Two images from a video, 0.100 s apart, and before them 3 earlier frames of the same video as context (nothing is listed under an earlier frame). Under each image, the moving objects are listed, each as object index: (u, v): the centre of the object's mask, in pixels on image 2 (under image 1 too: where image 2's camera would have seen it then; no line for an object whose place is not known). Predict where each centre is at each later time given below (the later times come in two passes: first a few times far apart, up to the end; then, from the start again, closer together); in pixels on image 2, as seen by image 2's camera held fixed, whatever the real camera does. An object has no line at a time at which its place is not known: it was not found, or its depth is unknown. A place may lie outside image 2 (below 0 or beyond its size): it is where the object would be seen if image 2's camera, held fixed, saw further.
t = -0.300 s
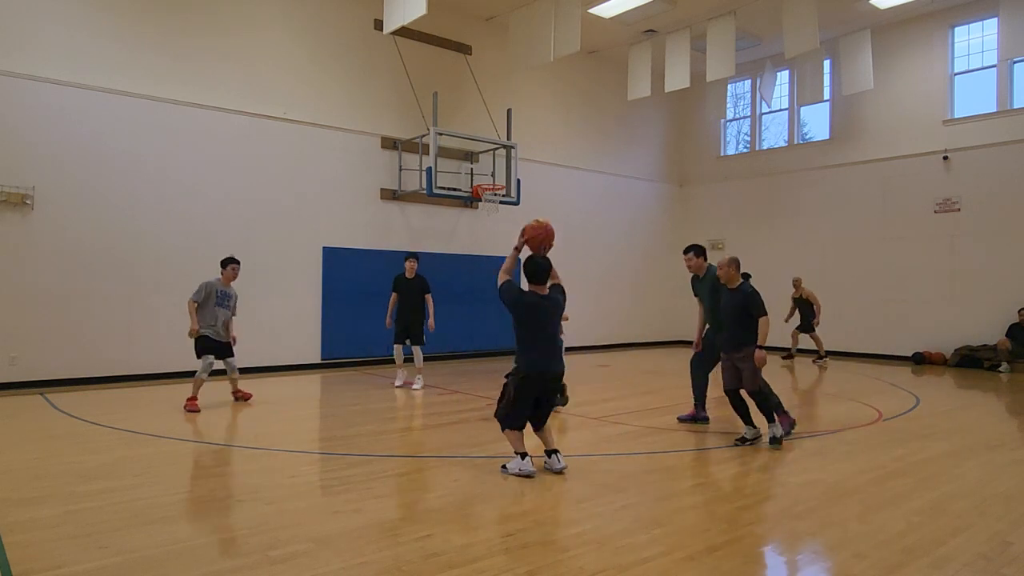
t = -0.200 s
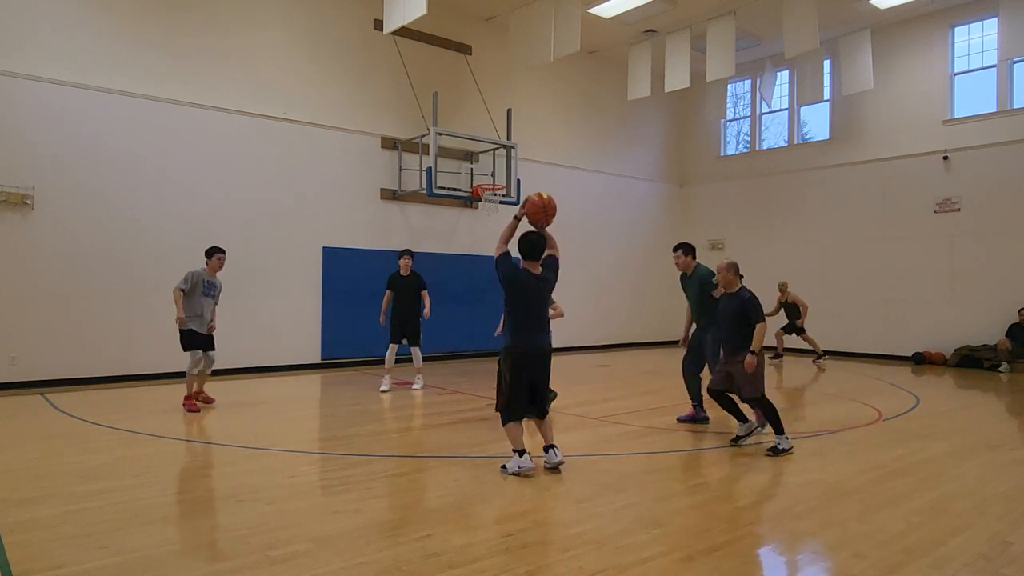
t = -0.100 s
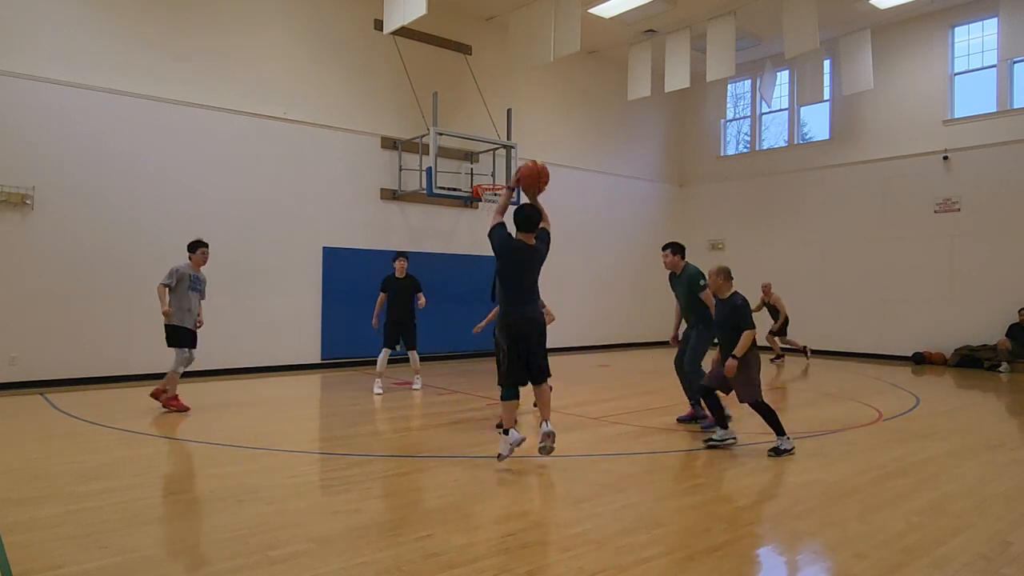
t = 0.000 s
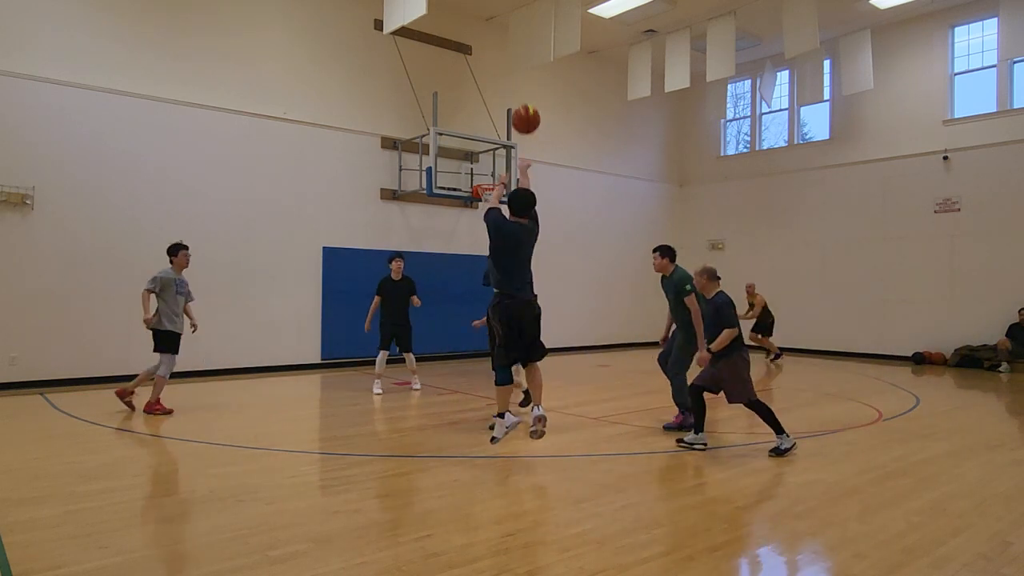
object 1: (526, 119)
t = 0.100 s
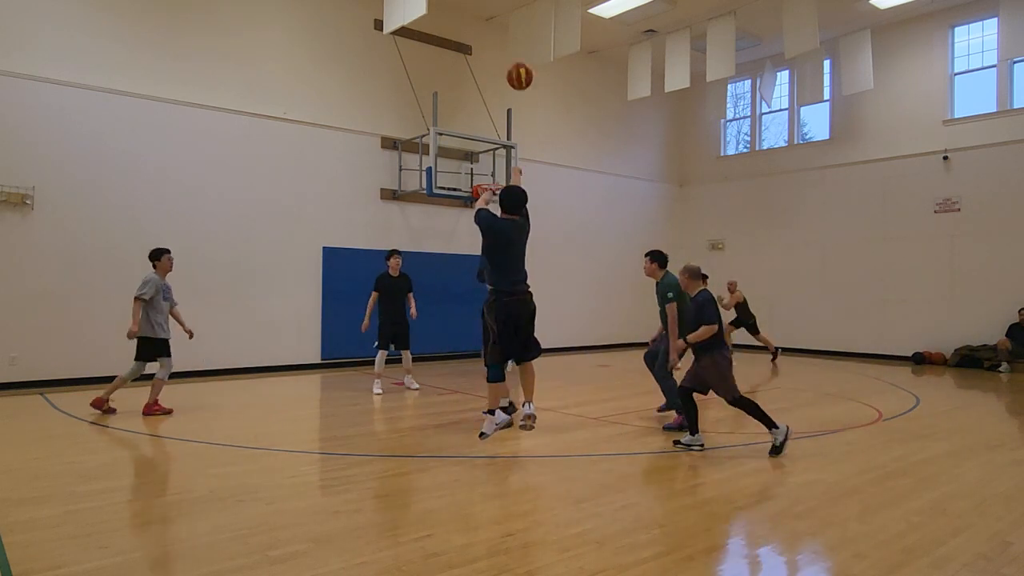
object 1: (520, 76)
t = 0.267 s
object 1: (512, 41)
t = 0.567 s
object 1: (502, 51)
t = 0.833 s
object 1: (496, 106)
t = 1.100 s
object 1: (491, 186)
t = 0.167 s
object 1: (516, 58)
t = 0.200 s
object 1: (515, 51)
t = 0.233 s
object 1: (513, 46)
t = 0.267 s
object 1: (512, 41)
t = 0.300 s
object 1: (511, 38)
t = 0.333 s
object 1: (509, 37)
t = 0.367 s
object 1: (508, 36)
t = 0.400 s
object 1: (507, 37)
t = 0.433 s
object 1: (506, 38)
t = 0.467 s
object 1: (505, 40)
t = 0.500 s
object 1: (504, 43)
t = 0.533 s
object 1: (503, 47)
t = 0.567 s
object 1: (502, 51)
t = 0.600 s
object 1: (501, 56)
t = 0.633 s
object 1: (500, 61)
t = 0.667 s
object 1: (499, 67)
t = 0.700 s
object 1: (499, 74)
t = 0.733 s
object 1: (498, 81)
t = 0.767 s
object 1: (497, 89)
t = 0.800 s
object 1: (496, 97)
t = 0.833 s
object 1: (496, 106)
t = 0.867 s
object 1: (495, 115)
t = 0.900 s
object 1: (495, 124)
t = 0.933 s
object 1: (494, 134)
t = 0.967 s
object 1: (493, 144)
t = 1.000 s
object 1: (493, 154)
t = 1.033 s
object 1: (492, 164)
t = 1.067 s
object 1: (491, 175)
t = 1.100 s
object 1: (491, 186)
